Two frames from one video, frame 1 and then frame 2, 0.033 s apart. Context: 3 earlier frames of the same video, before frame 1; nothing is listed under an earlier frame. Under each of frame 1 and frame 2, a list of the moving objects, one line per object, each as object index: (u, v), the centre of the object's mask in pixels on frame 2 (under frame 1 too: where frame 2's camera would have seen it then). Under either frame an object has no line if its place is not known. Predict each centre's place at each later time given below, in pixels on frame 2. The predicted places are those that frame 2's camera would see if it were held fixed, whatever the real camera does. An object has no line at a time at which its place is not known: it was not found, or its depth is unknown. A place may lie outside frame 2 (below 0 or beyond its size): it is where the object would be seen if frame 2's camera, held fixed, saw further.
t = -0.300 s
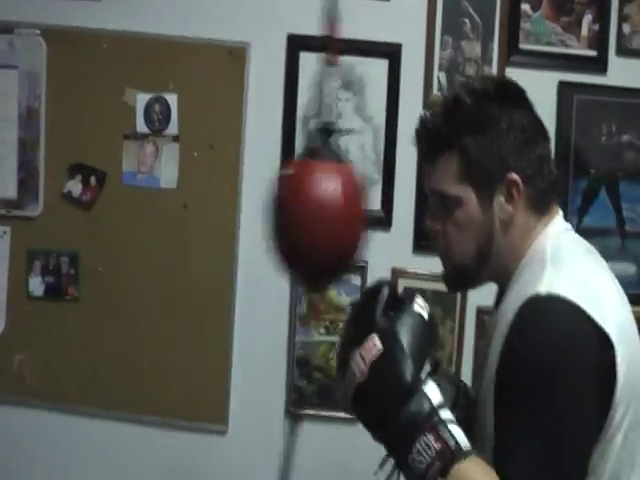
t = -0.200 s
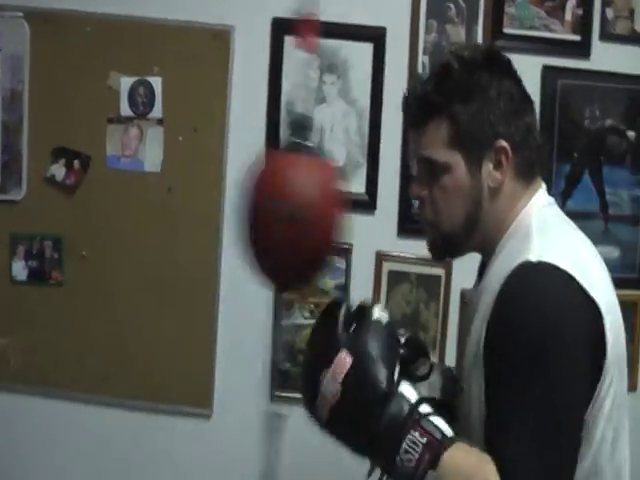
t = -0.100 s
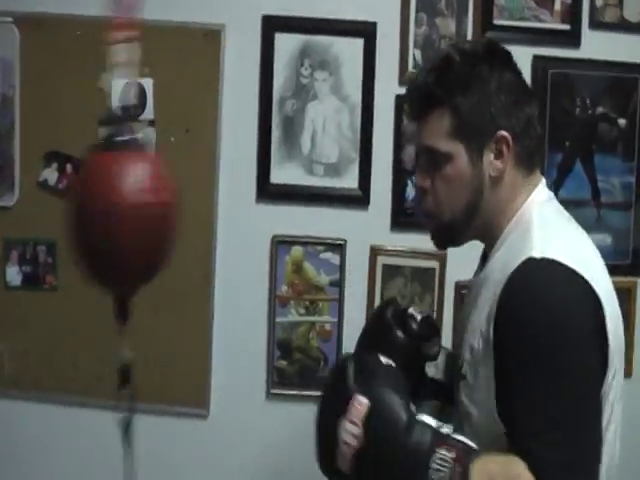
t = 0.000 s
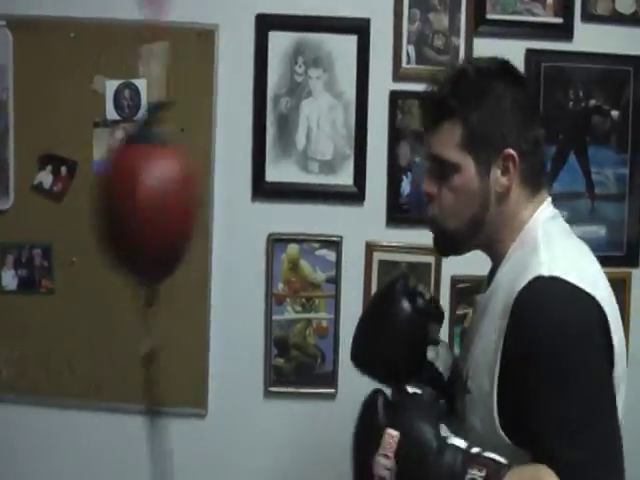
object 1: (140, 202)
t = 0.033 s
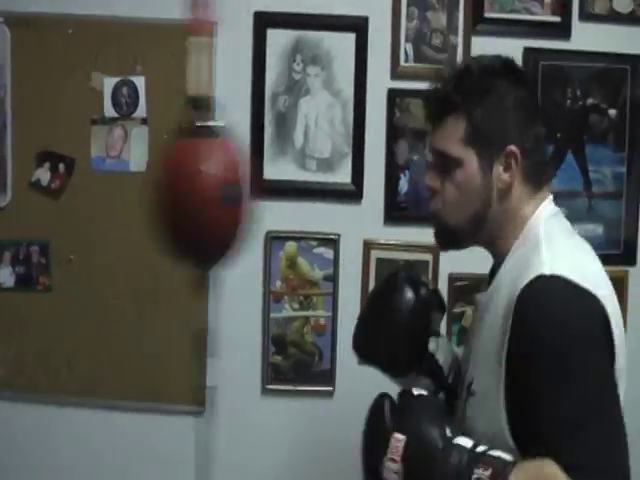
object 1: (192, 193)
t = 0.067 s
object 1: (248, 195)
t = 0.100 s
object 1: (304, 203)
